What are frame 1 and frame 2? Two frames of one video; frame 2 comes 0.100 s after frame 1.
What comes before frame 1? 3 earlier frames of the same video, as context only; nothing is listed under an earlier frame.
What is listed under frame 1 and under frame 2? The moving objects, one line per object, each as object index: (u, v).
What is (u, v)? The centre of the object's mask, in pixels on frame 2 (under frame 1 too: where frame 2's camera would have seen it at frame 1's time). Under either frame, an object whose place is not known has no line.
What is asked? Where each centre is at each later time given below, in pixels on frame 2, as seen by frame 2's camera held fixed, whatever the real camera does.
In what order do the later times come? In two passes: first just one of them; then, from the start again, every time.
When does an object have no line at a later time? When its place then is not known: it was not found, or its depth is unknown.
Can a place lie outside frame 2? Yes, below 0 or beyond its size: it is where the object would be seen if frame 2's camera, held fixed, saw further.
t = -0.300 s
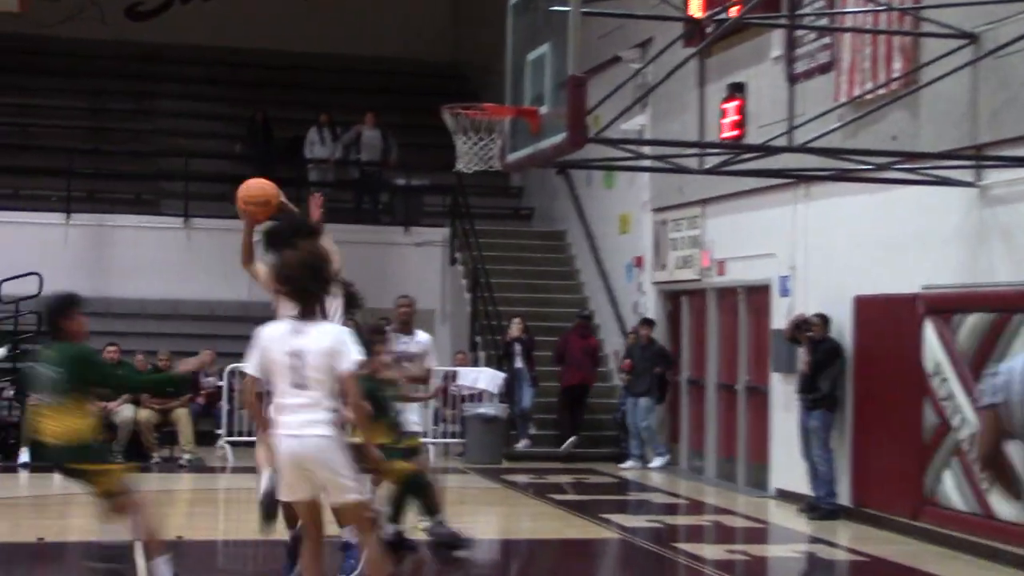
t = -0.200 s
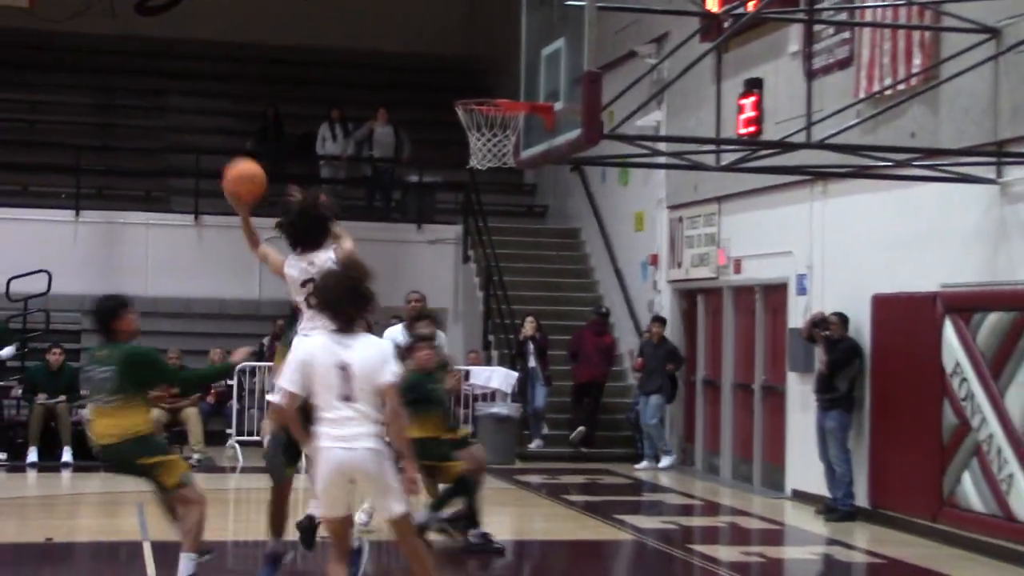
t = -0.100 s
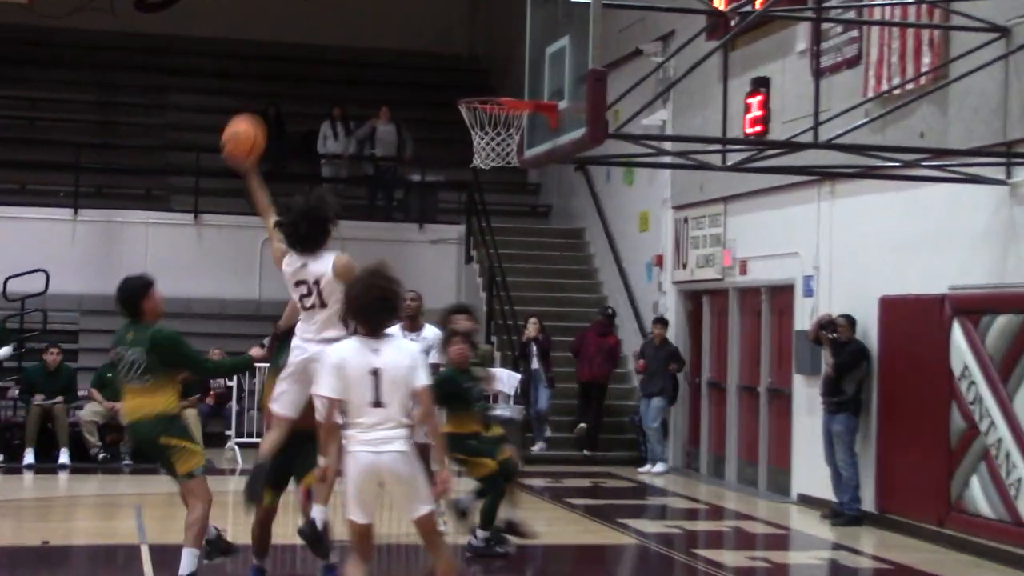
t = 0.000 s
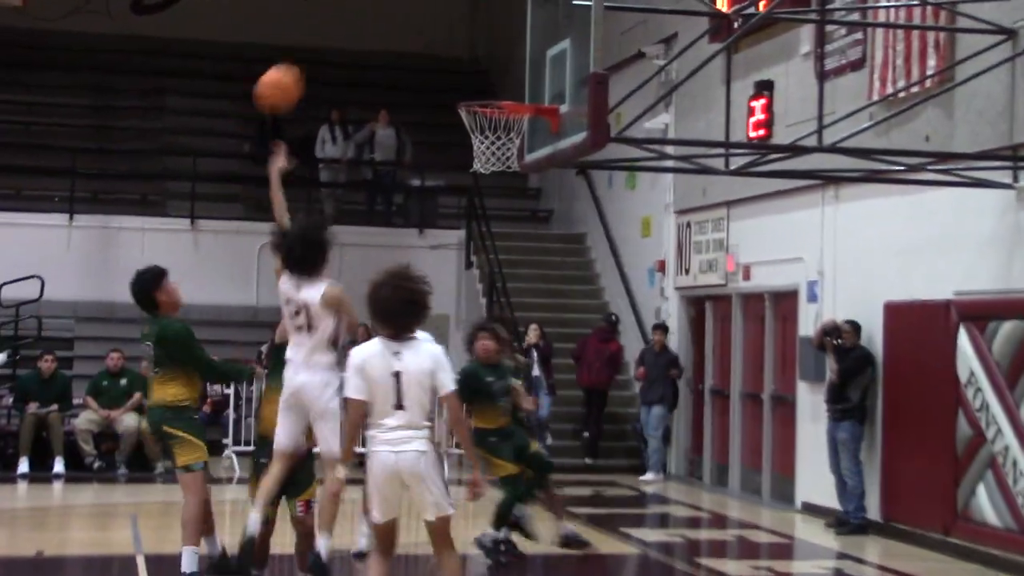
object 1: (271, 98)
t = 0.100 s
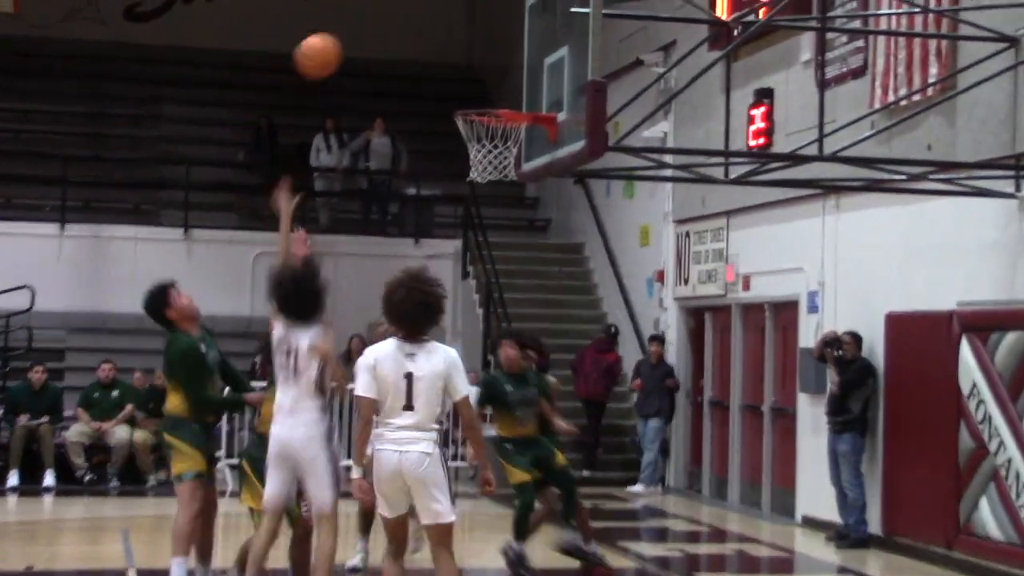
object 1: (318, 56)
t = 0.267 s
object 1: (387, 28)
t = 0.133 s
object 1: (332, 46)
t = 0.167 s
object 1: (346, 39)
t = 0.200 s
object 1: (359, 33)
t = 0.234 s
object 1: (373, 30)
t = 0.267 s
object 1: (387, 28)
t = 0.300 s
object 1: (400, 27)
